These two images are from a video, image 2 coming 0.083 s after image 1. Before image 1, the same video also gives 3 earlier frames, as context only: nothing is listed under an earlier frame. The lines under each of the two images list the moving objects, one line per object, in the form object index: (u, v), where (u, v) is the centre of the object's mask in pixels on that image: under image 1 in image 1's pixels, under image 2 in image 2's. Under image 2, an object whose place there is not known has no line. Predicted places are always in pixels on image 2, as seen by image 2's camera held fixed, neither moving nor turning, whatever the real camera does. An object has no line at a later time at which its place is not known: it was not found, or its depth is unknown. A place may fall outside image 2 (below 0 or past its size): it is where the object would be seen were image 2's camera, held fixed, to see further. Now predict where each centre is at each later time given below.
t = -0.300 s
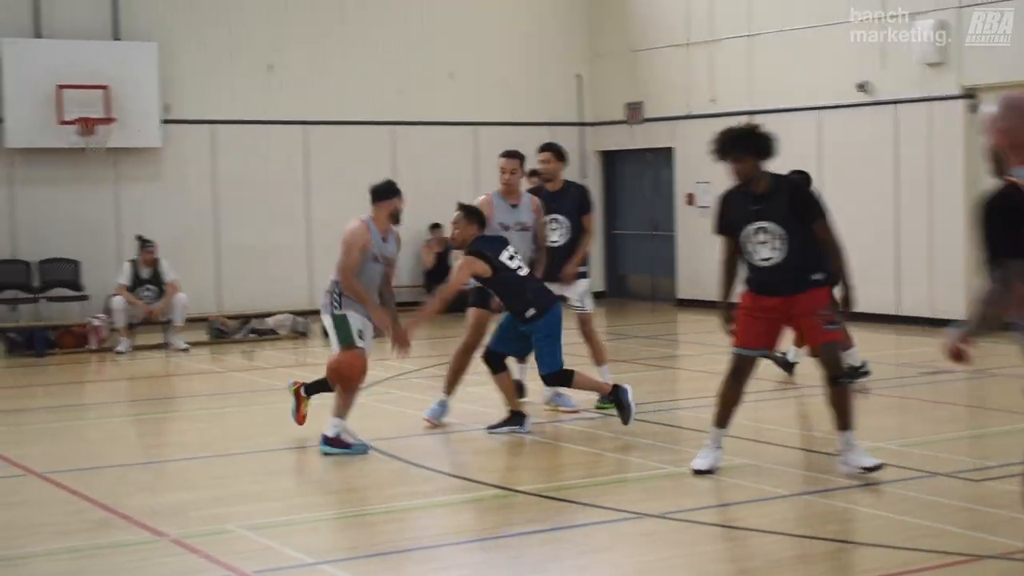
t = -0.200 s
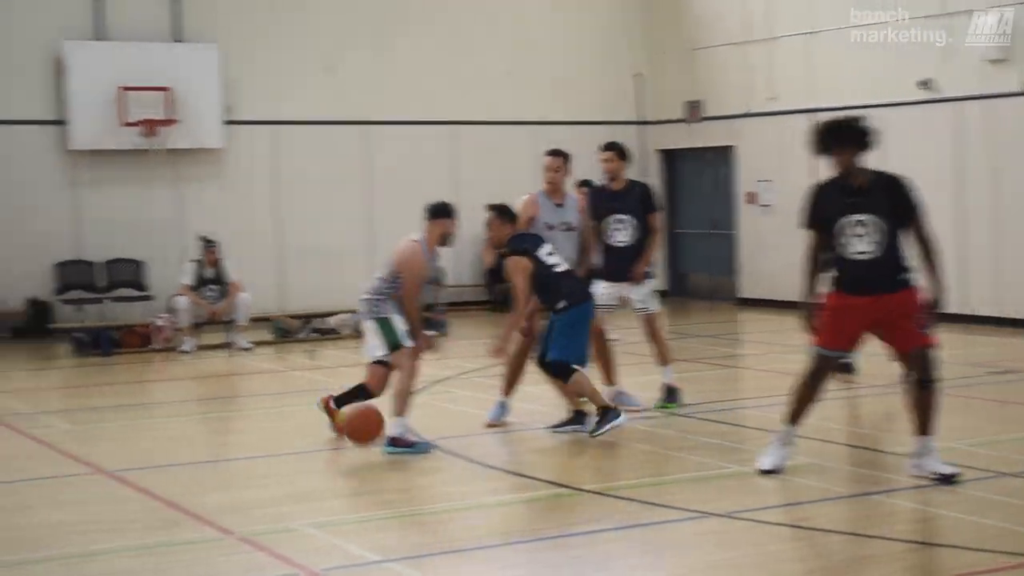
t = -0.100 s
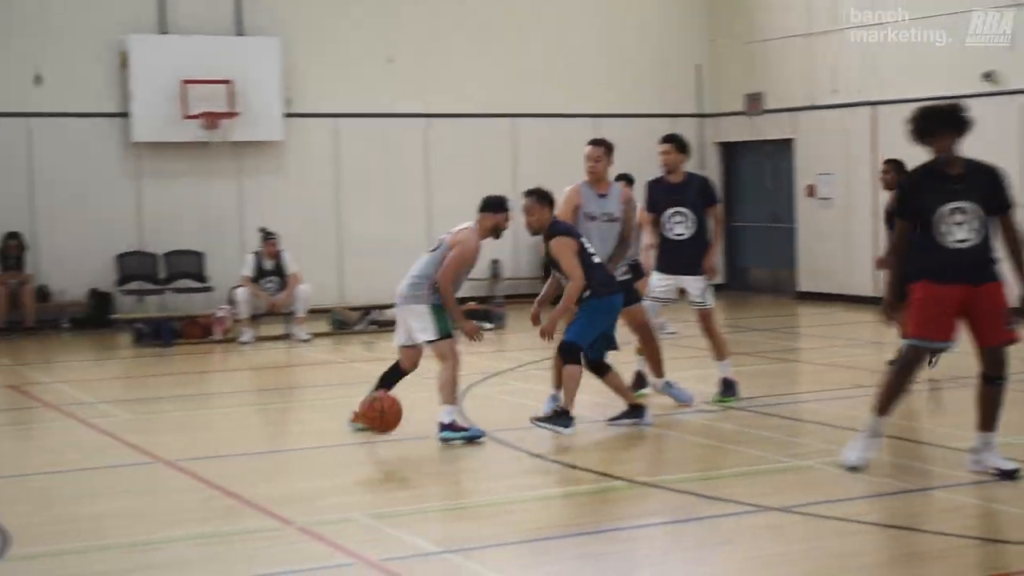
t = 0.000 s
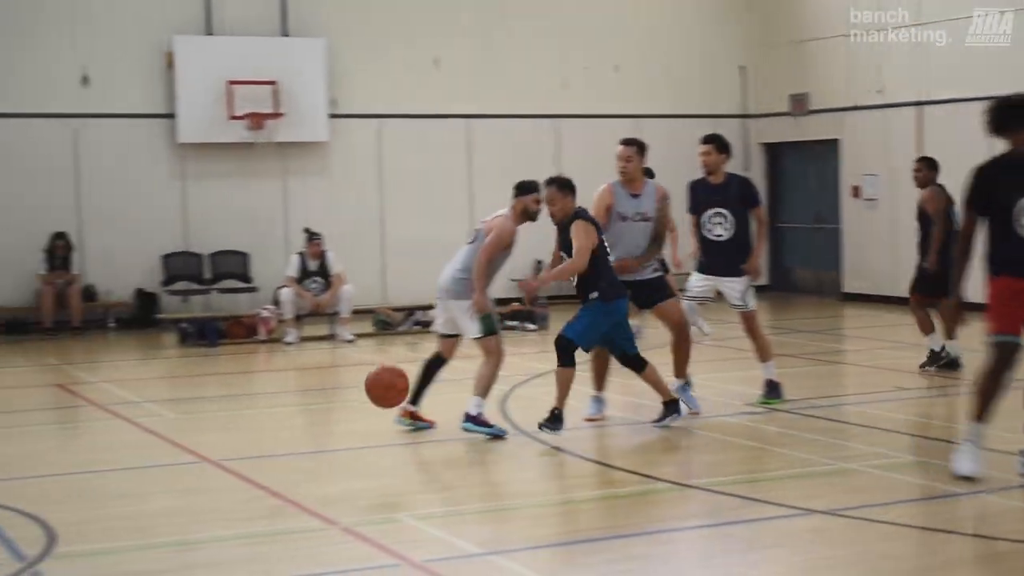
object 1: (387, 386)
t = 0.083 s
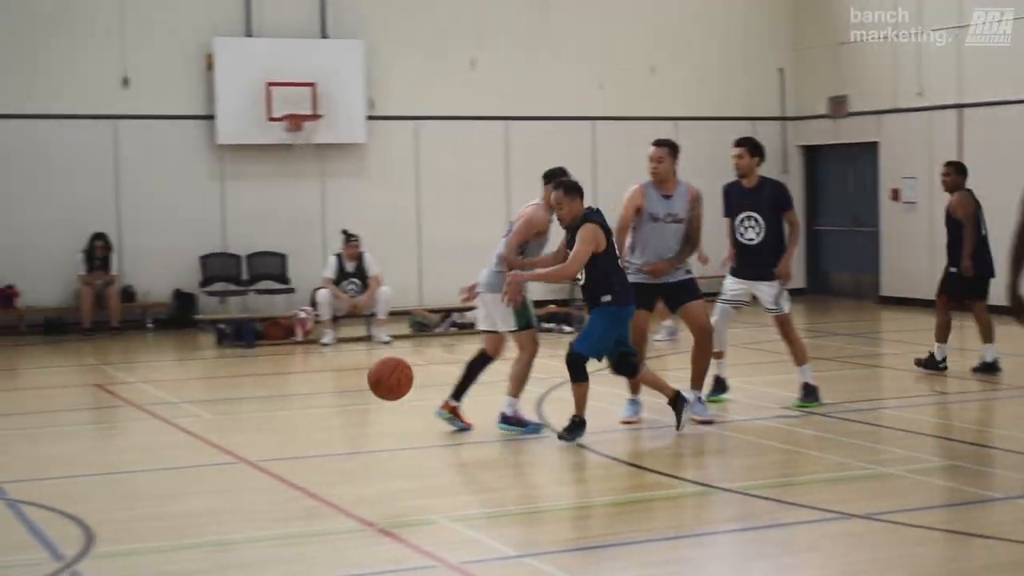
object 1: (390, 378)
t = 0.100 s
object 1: (383, 378)
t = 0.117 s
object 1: (377, 378)
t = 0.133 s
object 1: (370, 379)
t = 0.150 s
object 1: (363, 380)
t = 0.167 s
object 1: (356, 381)
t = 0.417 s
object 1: (242, 479)
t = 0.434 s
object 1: (235, 491)
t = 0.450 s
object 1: (226, 498)
